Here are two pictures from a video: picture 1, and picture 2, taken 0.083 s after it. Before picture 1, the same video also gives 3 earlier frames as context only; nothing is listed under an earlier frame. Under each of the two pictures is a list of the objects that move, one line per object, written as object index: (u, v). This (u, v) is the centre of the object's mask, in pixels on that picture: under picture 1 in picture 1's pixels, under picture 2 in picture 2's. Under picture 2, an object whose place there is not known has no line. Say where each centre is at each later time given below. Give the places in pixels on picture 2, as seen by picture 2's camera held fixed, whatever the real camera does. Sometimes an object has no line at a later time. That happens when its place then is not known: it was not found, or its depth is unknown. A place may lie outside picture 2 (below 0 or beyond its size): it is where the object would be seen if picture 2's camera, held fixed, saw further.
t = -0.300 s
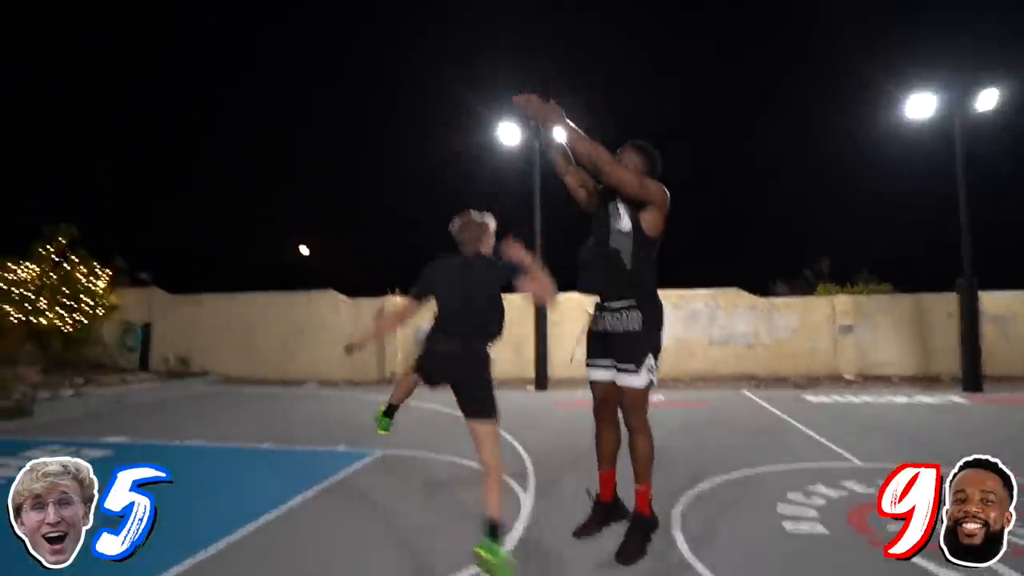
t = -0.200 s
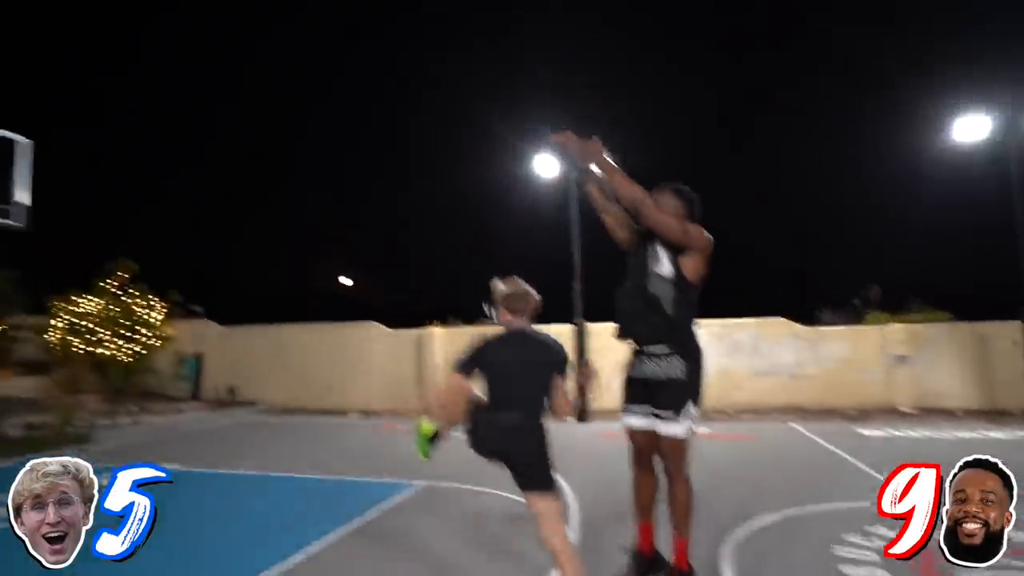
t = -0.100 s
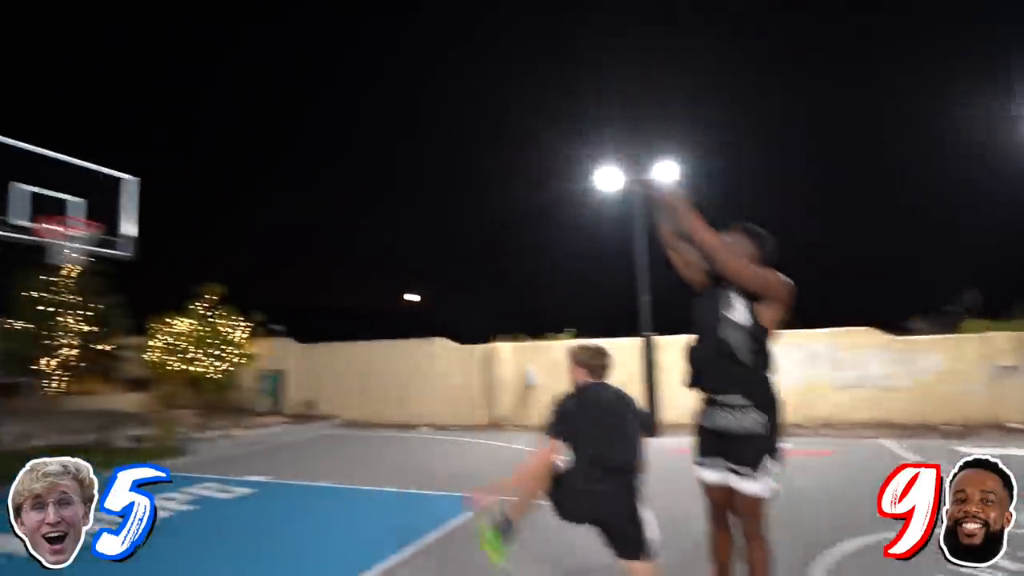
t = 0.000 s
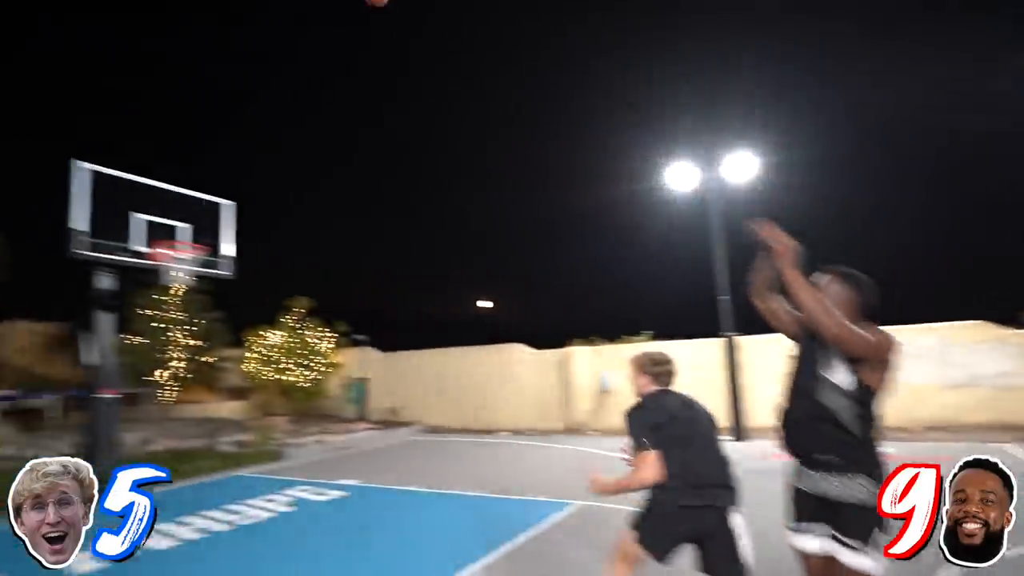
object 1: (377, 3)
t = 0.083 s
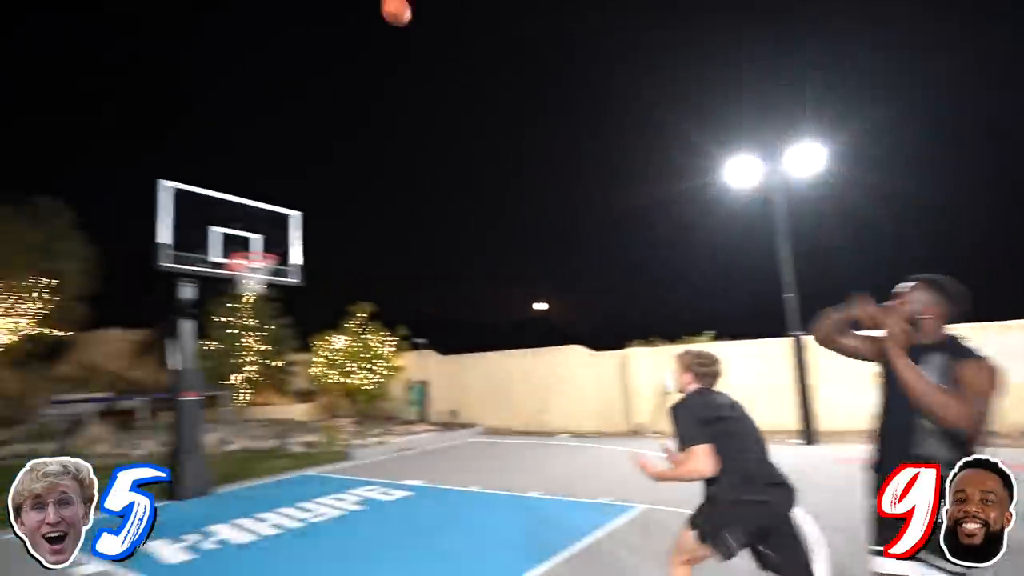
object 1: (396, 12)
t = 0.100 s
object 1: (390, 12)
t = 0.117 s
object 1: (385, 14)
